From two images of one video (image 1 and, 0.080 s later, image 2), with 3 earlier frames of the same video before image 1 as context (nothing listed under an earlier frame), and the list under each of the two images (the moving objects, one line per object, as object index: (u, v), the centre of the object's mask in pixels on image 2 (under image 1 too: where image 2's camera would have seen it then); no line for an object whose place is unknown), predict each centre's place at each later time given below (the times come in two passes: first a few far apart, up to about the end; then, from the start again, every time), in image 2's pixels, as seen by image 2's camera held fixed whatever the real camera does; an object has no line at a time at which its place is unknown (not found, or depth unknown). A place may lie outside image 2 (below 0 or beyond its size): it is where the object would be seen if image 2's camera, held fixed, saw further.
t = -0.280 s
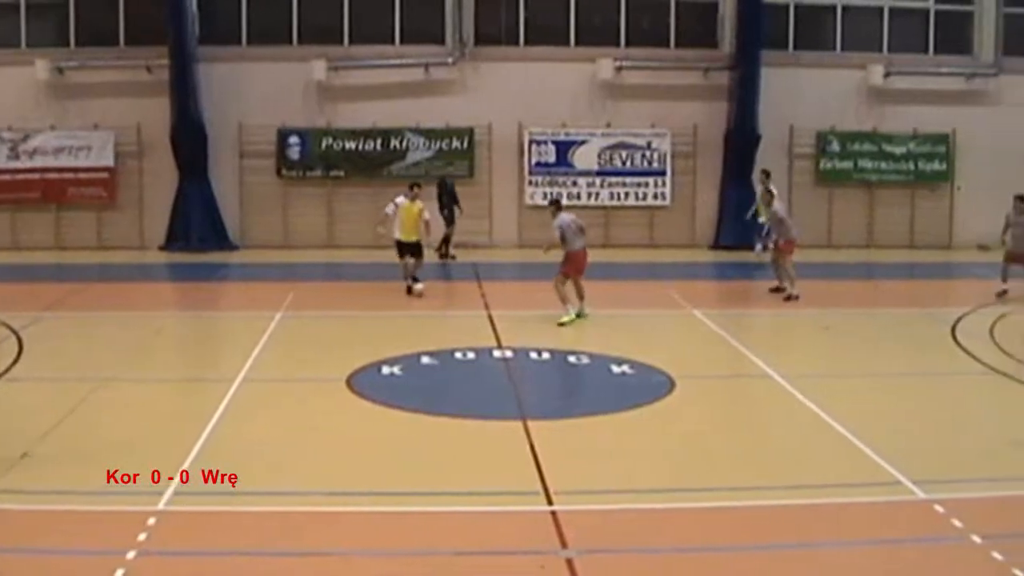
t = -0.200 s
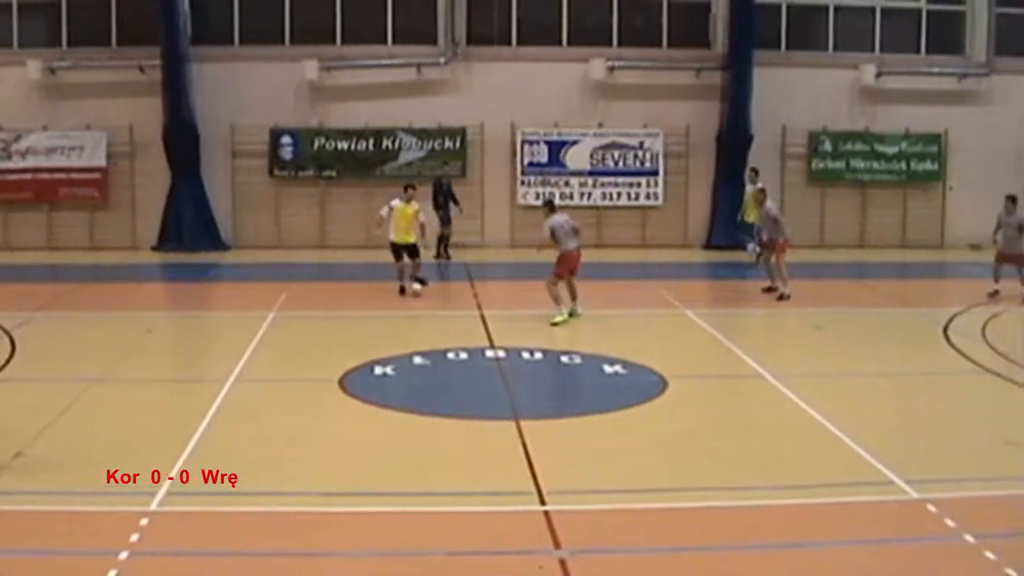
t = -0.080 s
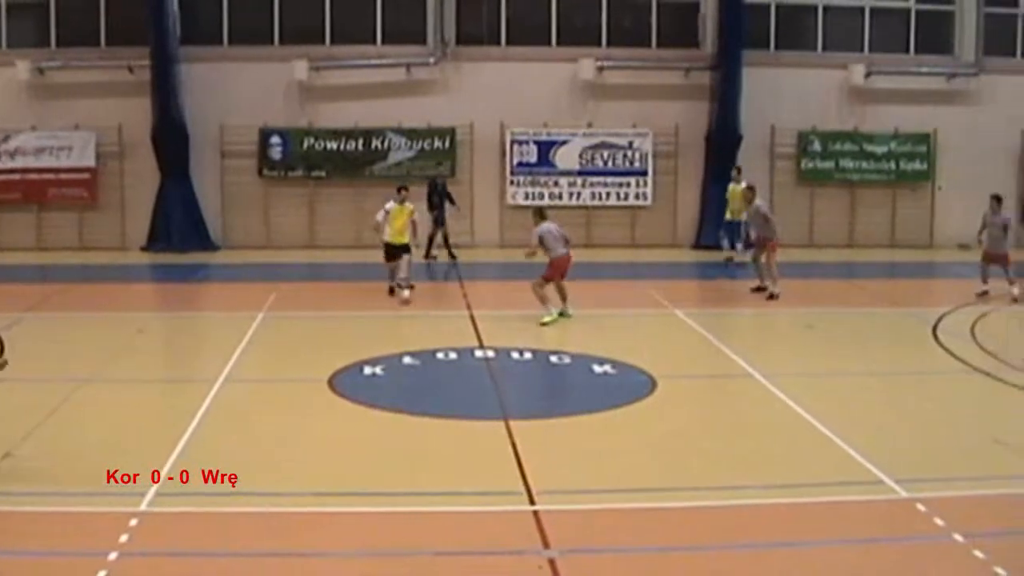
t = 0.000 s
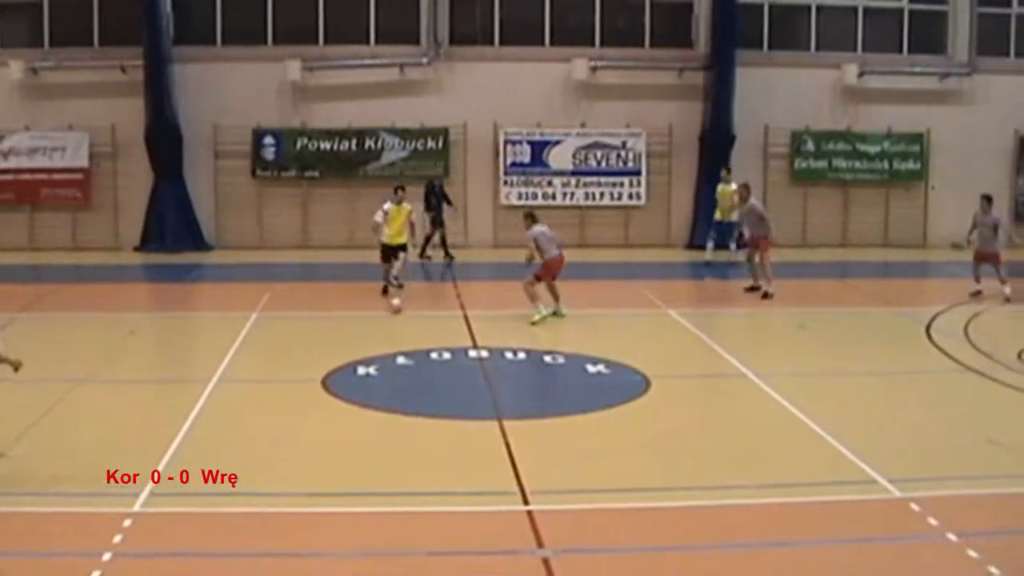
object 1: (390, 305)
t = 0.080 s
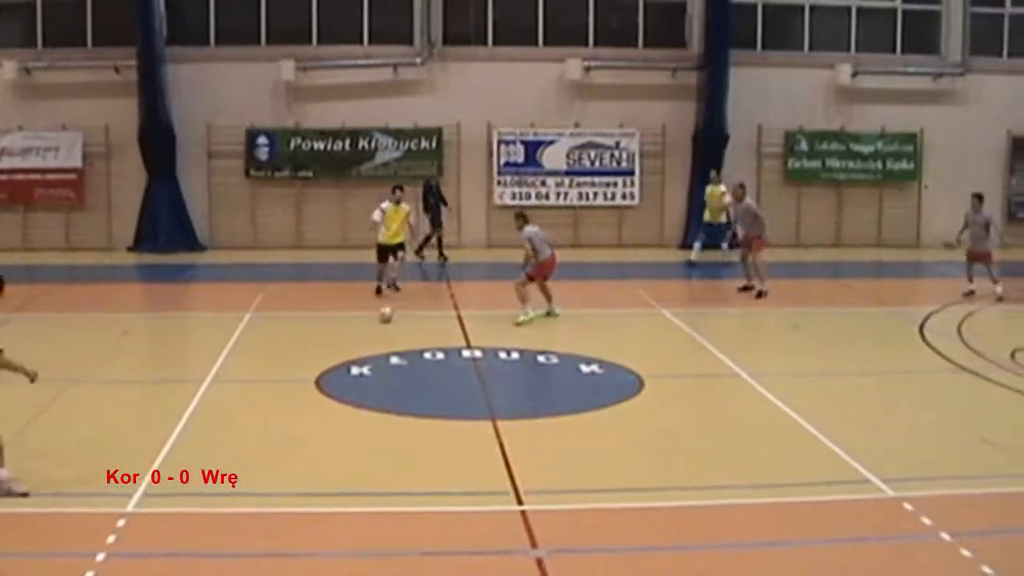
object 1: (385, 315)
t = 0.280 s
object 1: (373, 338)
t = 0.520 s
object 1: (360, 370)
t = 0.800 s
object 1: (347, 409)
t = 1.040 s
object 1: (333, 451)
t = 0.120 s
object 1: (383, 320)
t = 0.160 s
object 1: (381, 324)
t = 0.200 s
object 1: (378, 329)
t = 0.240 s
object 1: (375, 334)
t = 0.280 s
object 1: (373, 338)
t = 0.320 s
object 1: (372, 343)
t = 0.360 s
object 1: (368, 348)
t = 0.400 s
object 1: (364, 355)
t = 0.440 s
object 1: (364, 359)
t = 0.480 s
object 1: (362, 363)
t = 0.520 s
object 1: (360, 370)
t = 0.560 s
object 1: (360, 375)
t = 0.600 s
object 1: (357, 381)
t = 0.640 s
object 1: (355, 387)
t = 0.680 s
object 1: (352, 392)
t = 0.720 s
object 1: (350, 398)
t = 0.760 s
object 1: (348, 403)
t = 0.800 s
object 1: (347, 409)
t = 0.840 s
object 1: (345, 415)
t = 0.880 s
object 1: (343, 422)
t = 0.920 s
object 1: (340, 428)
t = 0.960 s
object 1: (338, 436)
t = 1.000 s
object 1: (335, 443)
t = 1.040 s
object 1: (333, 451)
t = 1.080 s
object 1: (331, 458)
